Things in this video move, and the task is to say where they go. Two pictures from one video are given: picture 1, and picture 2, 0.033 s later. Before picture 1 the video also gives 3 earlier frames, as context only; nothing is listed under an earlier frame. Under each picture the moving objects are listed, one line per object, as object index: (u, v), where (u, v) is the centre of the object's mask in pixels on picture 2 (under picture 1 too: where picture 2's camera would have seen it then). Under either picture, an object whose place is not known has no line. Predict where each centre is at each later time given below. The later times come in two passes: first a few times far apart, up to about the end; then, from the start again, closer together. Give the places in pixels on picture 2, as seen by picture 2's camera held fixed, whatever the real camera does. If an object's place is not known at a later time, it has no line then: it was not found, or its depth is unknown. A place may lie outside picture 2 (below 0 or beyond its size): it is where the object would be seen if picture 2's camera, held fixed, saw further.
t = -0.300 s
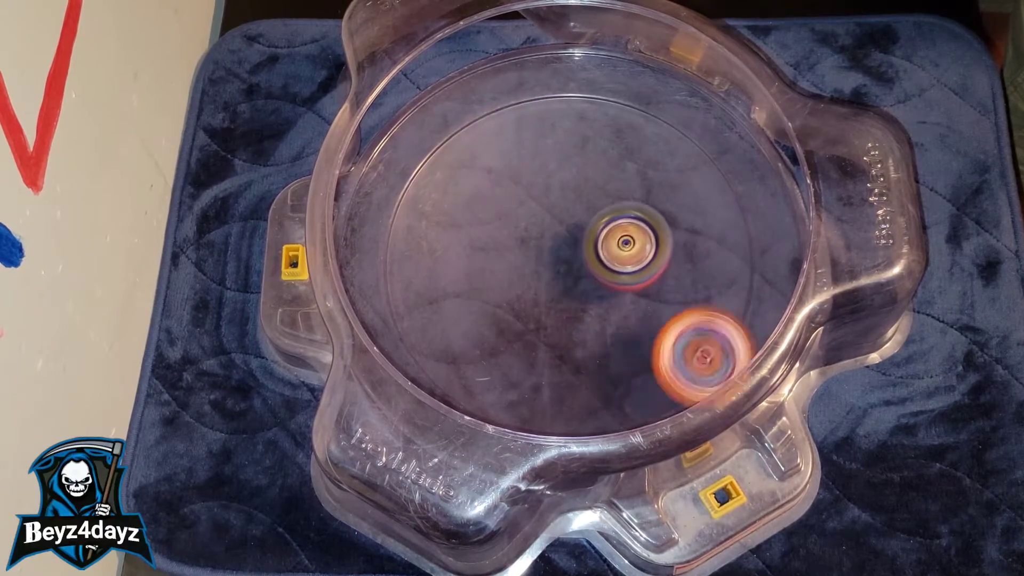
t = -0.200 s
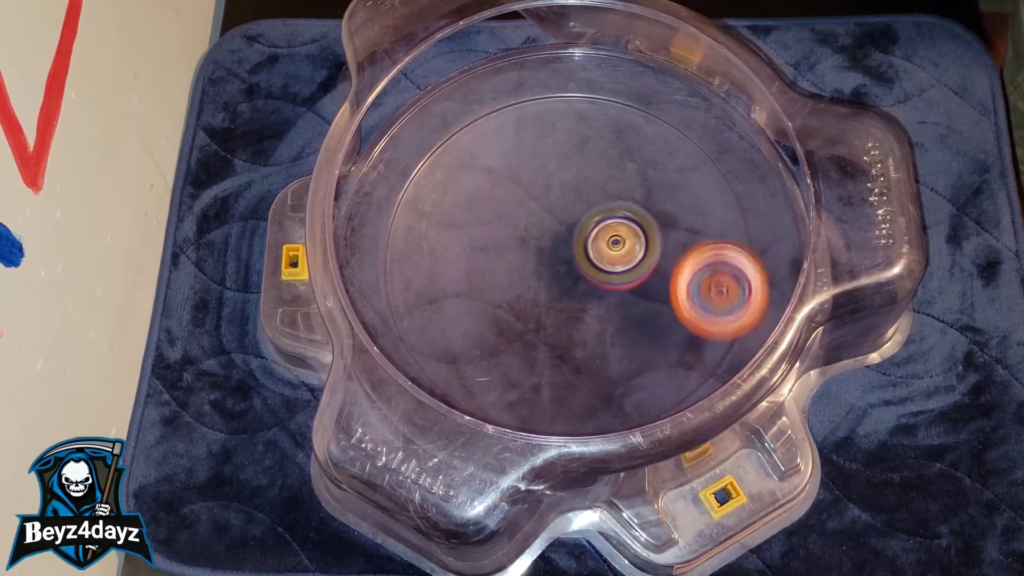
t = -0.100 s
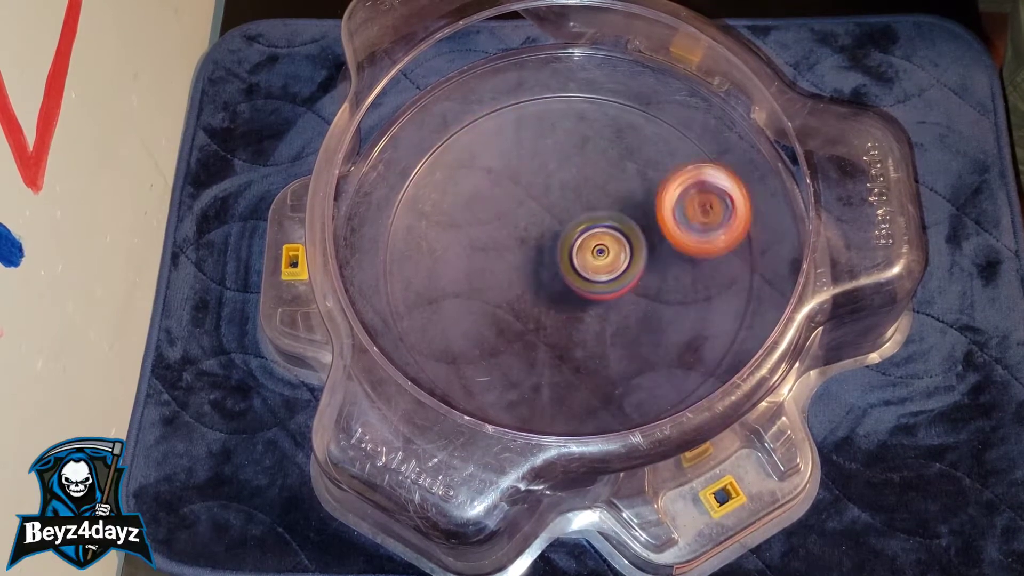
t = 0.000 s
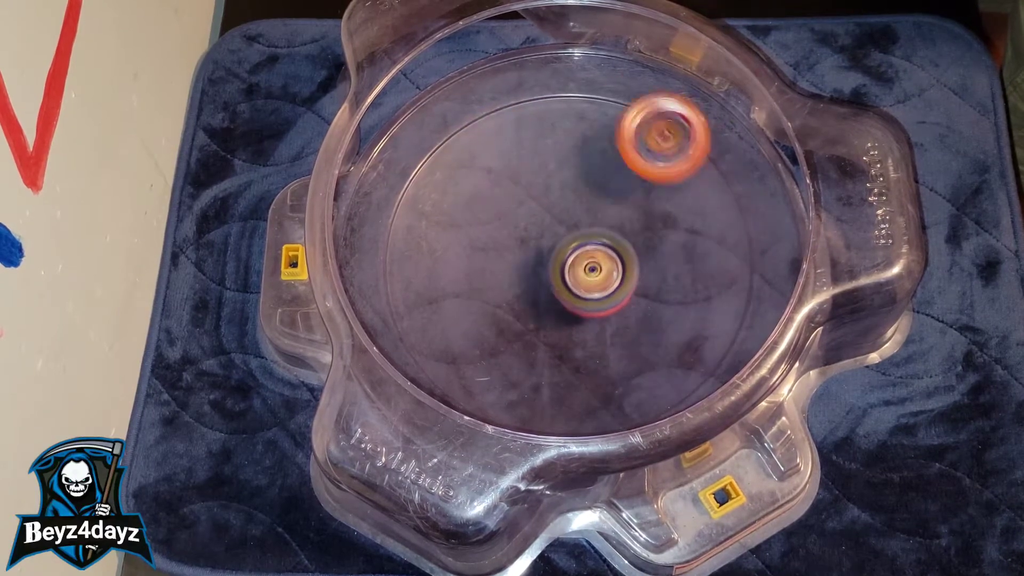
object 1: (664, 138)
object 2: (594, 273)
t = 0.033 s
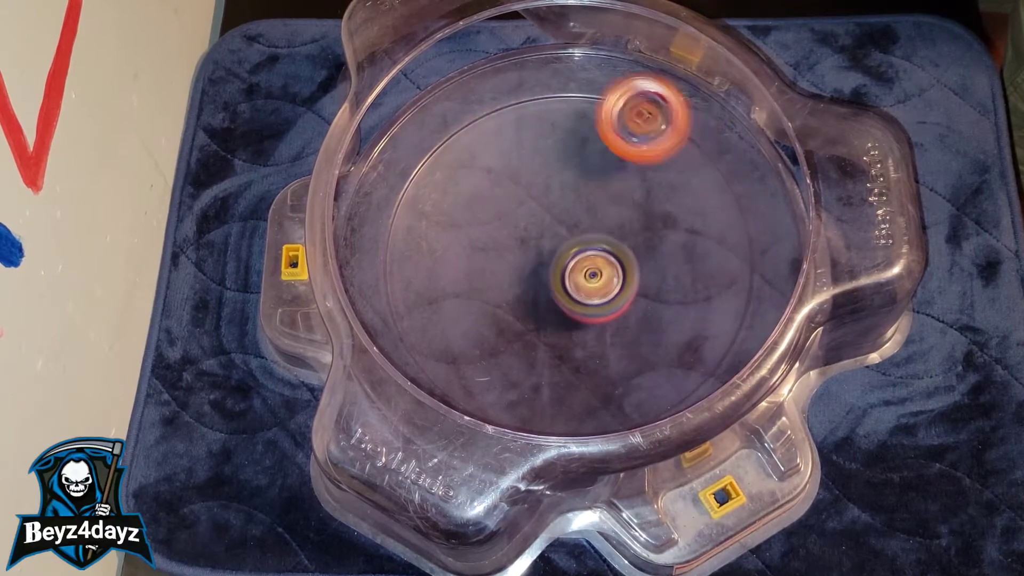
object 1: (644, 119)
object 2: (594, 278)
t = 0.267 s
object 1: (457, 151)
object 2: (609, 292)
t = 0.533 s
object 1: (506, 389)
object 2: (578, 279)
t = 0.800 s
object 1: (734, 298)
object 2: (547, 294)
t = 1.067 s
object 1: (589, 94)
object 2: (546, 287)
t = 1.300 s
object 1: (397, 206)
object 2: (522, 273)
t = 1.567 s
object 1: (535, 400)
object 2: (522, 262)
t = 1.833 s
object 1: (725, 268)
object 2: (518, 237)
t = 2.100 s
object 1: (555, 112)
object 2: (529, 227)
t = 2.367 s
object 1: (395, 256)
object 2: (543, 214)
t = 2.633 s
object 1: (575, 395)
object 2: (566, 215)
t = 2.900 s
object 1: (707, 213)
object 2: (585, 215)
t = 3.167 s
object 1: (530, 98)
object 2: (596, 234)
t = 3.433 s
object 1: (408, 257)
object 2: (604, 244)
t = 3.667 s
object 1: (570, 373)
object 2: (601, 263)
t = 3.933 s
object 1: (710, 226)
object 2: (595, 271)
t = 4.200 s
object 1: (567, 124)
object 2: (575, 284)
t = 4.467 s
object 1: (461, 257)
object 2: (559, 280)
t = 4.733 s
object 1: (416, 317)
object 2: (741, 229)
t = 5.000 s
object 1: (588, 313)
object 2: (622, 162)
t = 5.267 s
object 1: (668, 239)
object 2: (488, 273)
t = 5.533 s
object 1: (619, 164)
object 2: (572, 360)
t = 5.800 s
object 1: (529, 226)
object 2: (628, 248)
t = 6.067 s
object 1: (512, 318)
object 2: (559, 197)
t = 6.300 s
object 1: (601, 325)
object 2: (524, 270)
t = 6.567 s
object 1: (705, 315)
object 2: (439, 221)
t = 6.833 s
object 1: (639, 218)
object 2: (489, 239)
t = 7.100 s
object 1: (786, 243)
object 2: (381, 194)
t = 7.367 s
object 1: (703, 265)
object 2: (492, 259)
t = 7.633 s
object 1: (663, 327)
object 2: (511, 222)
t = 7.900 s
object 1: (578, 326)
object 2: (539, 211)
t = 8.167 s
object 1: (498, 264)
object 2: (598, 203)
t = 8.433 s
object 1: (490, 189)
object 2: (629, 202)
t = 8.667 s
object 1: (540, 177)
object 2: (613, 237)
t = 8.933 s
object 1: (620, 124)
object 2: (578, 378)
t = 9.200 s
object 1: (650, 220)
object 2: (533, 348)
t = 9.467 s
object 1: (637, 363)
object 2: (506, 226)
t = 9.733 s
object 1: (574, 371)
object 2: (505, 196)
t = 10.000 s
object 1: (483, 269)
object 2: (549, 204)
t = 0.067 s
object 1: (619, 105)
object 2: (595, 284)
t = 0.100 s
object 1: (591, 96)
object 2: (597, 288)
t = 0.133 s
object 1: (561, 94)
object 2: (599, 291)
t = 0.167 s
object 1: (532, 99)
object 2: (602, 293)
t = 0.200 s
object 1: (503, 110)
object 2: (605, 294)
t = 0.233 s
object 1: (478, 128)
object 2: (608, 294)
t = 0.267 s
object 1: (457, 151)
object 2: (609, 292)
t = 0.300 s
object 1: (441, 180)
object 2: (610, 290)
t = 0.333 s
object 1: (430, 213)
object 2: (610, 287)
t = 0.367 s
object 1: (426, 246)
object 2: (606, 284)
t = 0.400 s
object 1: (429, 280)
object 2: (602, 281)
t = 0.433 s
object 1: (439, 315)
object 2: (596, 279)
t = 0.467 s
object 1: (455, 347)
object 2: (590, 278)
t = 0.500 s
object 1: (478, 372)
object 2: (584, 278)
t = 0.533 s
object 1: (506, 389)
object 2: (578, 279)
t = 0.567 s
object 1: (536, 401)
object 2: (572, 281)
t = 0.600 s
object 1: (569, 403)
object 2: (566, 283)
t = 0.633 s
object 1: (603, 398)
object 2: (562, 285)
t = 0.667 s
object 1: (636, 387)
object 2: (557, 286)
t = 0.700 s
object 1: (669, 373)
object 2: (554, 288)
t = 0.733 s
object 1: (700, 355)
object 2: (551, 290)
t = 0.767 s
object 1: (720, 329)
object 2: (549, 292)
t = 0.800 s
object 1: (734, 298)
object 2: (547, 294)
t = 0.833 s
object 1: (739, 262)
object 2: (546, 296)
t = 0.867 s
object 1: (737, 228)
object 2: (545, 297)
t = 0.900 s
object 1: (730, 194)
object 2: (546, 298)
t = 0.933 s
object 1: (714, 163)
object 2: (546, 298)
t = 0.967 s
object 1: (689, 135)
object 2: (547, 297)
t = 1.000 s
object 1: (657, 115)
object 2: (548, 294)
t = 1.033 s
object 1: (624, 101)
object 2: (547, 290)
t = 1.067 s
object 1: (589, 94)
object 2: (546, 287)
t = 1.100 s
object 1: (553, 93)
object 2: (543, 283)
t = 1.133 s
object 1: (519, 98)
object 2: (540, 279)
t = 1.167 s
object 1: (487, 110)
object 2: (536, 277)
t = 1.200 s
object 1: (458, 127)
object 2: (532, 275)
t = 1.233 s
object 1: (432, 149)
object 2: (528, 274)
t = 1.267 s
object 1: (412, 175)
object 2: (525, 273)
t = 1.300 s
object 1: (397, 206)
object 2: (522, 273)
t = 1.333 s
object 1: (391, 239)
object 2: (520, 272)
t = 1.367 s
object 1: (392, 272)
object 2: (519, 272)
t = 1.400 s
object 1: (402, 304)
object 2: (518, 272)
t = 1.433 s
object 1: (419, 333)
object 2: (518, 271)
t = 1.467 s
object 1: (441, 358)
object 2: (518, 270)
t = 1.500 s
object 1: (468, 382)
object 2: (520, 268)
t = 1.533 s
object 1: (500, 397)
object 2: (521, 265)
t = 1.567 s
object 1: (535, 400)
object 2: (522, 262)
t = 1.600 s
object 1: (570, 402)
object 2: (523, 259)
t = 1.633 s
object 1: (603, 400)
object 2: (523, 255)
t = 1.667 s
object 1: (636, 390)
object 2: (522, 252)
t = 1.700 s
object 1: (665, 376)
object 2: (522, 248)
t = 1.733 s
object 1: (691, 356)
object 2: (521, 244)
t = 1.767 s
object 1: (710, 331)
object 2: (520, 242)
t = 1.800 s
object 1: (722, 300)
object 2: (519, 239)
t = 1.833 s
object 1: (725, 268)
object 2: (518, 237)
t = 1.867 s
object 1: (722, 236)
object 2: (518, 236)
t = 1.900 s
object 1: (711, 207)
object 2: (518, 234)
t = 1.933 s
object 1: (694, 180)
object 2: (519, 234)
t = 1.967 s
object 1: (672, 156)
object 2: (520, 232)
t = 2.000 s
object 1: (646, 138)
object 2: (521, 232)
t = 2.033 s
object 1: (617, 124)
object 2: (523, 230)
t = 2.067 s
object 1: (587, 114)
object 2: (526, 228)
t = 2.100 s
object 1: (555, 112)
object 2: (529, 227)
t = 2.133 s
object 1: (523, 113)
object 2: (531, 225)
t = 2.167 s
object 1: (493, 120)
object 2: (535, 223)
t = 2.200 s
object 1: (464, 131)
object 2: (537, 221)
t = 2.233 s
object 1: (438, 148)
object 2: (539, 218)
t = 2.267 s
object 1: (417, 169)
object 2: (541, 217)
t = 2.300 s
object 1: (405, 197)
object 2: (542, 215)
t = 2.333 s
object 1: (397, 226)
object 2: (543, 214)
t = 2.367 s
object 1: (395, 256)
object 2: (543, 214)
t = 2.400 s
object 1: (398, 285)
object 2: (545, 214)
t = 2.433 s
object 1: (409, 313)
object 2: (546, 214)
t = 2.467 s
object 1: (426, 339)
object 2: (550, 215)
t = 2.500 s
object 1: (449, 361)
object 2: (553, 215)
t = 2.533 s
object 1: (477, 378)
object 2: (556, 215)
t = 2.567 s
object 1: (509, 389)
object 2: (560, 215)
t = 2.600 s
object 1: (542, 395)
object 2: (564, 215)
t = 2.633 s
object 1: (575, 395)
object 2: (566, 215)
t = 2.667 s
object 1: (607, 388)
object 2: (570, 215)
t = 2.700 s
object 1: (638, 375)
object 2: (573, 215)
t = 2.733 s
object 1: (665, 354)
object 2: (576, 215)
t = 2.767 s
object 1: (686, 329)
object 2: (579, 214)
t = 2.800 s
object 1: (701, 302)
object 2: (581, 214)
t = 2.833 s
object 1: (709, 273)
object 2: (583, 214)
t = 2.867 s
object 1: (712, 242)
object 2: (584, 214)
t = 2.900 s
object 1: (707, 213)
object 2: (585, 215)
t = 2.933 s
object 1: (697, 185)
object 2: (585, 215)
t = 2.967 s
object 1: (683, 160)
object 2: (586, 218)
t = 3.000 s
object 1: (663, 138)
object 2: (587, 220)
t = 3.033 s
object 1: (640, 121)
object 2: (588, 223)
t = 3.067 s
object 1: (614, 108)
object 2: (590, 226)
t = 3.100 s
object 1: (586, 100)
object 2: (592, 229)
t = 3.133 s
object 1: (558, 96)
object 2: (594, 231)
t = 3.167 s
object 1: (530, 98)
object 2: (596, 234)
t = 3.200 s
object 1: (502, 105)
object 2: (599, 235)
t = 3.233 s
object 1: (477, 116)
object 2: (600, 237)
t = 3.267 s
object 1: (454, 133)
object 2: (602, 238)
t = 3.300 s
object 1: (435, 152)
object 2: (603, 239)
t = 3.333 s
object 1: (420, 176)
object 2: (604, 239)
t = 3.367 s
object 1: (410, 202)
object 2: (605, 241)
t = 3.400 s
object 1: (406, 229)
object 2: (604, 242)
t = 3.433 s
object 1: (408, 257)
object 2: (604, 244)
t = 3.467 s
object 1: (417, 284)
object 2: (603, 246)
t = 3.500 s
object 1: (432, 311)
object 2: (602, 248)
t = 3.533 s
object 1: (453, 333)
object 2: (601, 251)
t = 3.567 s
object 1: (478, 351)
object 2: (600, 254)
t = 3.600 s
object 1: (507, 364)
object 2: (600, 258)
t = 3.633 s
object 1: (537, 371)
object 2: (601, 261)
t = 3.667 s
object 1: (570, 373)
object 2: (601, 263)
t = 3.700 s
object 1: (600, 368)
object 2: (601, 266)
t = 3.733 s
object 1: (629, 359)
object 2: (601, 267)
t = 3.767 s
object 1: (655, 344)
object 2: (602, 268)
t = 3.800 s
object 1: (676, 325)
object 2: (601, 269)
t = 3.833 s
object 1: (694, 302)
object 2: (601, 270)
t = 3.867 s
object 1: (705, 278)
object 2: (599, 270)
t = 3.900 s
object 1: (710, 252)
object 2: (598, 270)
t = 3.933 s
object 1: (710, 226)
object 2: (595, 271)
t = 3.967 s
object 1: (704, 202)
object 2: (592, 271)
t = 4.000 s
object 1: (693, 180)
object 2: (589, 272)
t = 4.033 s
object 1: (678, 161)
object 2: (585, 274)
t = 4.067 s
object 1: (659, 145)
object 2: (582, 276)
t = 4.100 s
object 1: (639, 134)
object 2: (580, 278)
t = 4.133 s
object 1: (616, 126)
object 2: (577, 280)
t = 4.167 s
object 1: (591, 122)
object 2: (576, 282)
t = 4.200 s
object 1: (567, 124)
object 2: (575, 284)
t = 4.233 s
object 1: (543, 130)
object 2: (574, 284)
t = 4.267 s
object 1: (521, 140)
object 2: (572, 284)
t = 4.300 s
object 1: (500, 154)
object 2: (571, 284)
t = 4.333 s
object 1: (483, 171)
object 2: (569, 284)
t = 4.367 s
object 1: (470, 192)
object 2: (566, 284)
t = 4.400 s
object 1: (462, 213)
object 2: (564, 282)
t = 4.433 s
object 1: (459, 235)
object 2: (562, 281)
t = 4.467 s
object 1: (461, 257)
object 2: (559, 280)
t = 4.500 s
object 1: (447, 270)
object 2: (571, 285)
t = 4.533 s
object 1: (407, 274)
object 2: (616, 294)
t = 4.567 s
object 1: (380, 275)
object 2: (657, 295)
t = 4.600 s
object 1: (365, 281)
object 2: (696, 289)
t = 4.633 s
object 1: (375, 288)
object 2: (729, 278)
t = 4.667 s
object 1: (388, 294)
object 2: (751, 262)
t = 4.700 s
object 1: (400, 305)
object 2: (749, 244)
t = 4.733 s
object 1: (416, 317)
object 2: (741, 229)
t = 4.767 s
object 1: (436, 327)
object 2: (730, 214)
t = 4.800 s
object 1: (458, 336)
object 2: (714, 197)
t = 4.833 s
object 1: (482, 342)
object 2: (704, 182)
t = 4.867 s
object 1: (504, 343)
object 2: (693, 170)
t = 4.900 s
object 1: (528, 341)
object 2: (679, 161)
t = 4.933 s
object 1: (550, 334)
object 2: (660, 156)
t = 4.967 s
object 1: (571, 325)
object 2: (639, 157)
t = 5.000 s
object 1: (588, 313)
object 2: (622, 162)
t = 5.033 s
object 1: (604, 299)
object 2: (604, 173)
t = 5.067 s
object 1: (616, 284)
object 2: (583, 186)
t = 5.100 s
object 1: (625, 268)
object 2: (567, 203)
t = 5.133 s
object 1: (639, 262)
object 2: (544, 214)
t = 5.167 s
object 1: (651, 259)
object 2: (523, 225)
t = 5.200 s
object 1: (660, 255)
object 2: (506, 238)
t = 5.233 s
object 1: (665, 248)
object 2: (495, 254)
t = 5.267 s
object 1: (668, 239)
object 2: (488, 273)
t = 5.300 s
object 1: (667, 230)
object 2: (485, 292)
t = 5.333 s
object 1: (665, 218)
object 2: (486, 311)
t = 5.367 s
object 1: (661, 207)
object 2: (493, 327)
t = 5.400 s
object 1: (656, 195)
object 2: (502, 340)
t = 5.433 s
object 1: (650, 185)
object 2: (518, 351)
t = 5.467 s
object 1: (641, 176)
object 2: (534, 358)
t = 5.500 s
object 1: (631, 168)
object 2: (552, 361)
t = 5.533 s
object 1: (619, 164)
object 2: (572, 360)
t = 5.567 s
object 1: (606, 164)
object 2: (589, 354)
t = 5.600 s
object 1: (592, 166)
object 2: (604, 346)
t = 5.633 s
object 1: (578, 172)
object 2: (616, 333)
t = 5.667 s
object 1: (566, 181)
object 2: (625, 315)
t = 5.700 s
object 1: (556, 192)
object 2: (630, 297)
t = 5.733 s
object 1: (548, 204)
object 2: (631, 278)
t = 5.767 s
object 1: (542, 219)
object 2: (627, 261)
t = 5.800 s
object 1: (529, 226)
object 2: (628, 248)
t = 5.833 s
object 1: (515, 234)
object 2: (628, 236)
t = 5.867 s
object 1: (506, 243)
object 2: (625, 223)
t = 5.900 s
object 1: (499, 256)
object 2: (620, 212)
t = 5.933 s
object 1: (496, 269)
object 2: (611, 203)
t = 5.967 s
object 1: (496, 282)
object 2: (600, 197)
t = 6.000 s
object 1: (499, 296)
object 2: (587, 194)
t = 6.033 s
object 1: (504, 308)
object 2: (573, 193)
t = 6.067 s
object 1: (512, 318)
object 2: (559, 197)
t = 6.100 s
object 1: (522, 326)
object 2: (547, 202)
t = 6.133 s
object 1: (535, 332)
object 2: (536, 211)
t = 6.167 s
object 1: (547, 335)
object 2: (528, 221)
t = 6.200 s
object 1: (561, 336)
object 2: (523, 235)
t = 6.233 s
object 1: (574, 334)
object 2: (521, 247)
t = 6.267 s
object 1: (587, 328)
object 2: (522, 261)
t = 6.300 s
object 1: (601, 325)
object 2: (524, 270)
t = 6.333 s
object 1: (628, 340)
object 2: (514, 255)
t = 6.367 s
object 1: (651, 349)
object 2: (501, 245)
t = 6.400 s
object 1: (671, 353)
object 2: (490, 237)
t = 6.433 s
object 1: (685, 352)
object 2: (478, 231)
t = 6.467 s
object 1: (695, 346)
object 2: (467, 224)
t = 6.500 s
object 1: (701, 338)
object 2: (456, 221)
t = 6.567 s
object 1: (705, 315)
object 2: (439, 221)
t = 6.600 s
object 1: (705, 301)
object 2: (435, 223)
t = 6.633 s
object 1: (703, 288)
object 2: (434, 228)
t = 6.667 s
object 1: (699, 273)
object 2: (436, 233)
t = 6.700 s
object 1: (692, 259)
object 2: (442, 237)
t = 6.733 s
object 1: (683, 246)
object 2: (452, 241)
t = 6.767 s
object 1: (670, 235)
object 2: (463, 242)
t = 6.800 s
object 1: (656, 226)
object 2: (477, 241)
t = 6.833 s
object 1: (639, 218)
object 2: (489, 239)
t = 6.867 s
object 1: (621, 212)
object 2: (504, 235)
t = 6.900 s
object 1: (605, 209)
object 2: (515, 230)
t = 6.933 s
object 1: (645, 216)
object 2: (478, 213)
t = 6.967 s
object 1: (689, 222)
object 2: (433, 195)
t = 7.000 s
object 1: (725, 228)
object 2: (396, 179)
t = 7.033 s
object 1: (754, 233)
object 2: (374, 175)
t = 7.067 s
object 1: (773, 238)
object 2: (376, 183)
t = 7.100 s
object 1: (786, 243)
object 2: (381, 194)
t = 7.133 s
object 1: (795, 245)
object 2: (387, 200)
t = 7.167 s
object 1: (790, 248)
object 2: (391, 204)
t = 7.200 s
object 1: (782, 251)
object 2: (401, 215)
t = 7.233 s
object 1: (772, 253)
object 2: (414, 226)
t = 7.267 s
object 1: (758, 255)
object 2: (430, 237)
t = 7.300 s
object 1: (743, 258)
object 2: (451, 247)
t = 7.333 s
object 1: (726, 262)
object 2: (471, 254)
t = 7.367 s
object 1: (703, 265)
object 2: (492, 259)
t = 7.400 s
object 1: (681, 267)
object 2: (514, 264)
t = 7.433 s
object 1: (657, 268)
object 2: (536, 267)
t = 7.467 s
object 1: (639, 271)
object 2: (549, 263)
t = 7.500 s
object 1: (652, 284)
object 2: (531, 250)
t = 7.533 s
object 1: (663, 298)
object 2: (517, 238)
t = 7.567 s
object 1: (665, 308)
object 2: (510, 228)
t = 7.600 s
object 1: (668, 320)
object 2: (511, 225)
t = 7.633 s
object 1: (663, 327)
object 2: (511, 222)
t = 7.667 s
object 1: (656, 332)
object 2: (513, 220)
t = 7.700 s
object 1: (646, 335)
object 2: (514, 218)
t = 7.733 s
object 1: (635, 337)
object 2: (518, 216)
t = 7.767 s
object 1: (624, 336)
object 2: (521, 214)
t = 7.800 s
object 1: (612, 335)
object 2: (524, 213)
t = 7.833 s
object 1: (601, 333)
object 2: (529, 212)
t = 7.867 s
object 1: (589, 330)
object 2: (534, 212)
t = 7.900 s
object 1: (578, 326)
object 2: (539, 211)
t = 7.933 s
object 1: (567, 320)
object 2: (545, 213)
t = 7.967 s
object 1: (558, 314)
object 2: (551, 212)
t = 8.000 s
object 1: (549, 306)
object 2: (557, 214)
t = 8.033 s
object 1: (541, 299)
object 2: (564, 214)
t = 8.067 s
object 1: (528, 292)
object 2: (575, 212)
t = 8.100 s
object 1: (516, 284)
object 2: (584, 208)
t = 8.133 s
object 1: (507, 275)
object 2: (591, 207)
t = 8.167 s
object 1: (498, 264)
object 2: (598, 203)
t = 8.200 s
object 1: (492, 254)
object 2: (604, 202)
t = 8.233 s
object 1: (488, 244)
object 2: (609, 200)
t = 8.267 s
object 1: (484, 231)
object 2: (616, 198)
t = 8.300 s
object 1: (483, 222)
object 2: (620, 199)
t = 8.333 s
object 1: (483, 212)
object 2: (624, 197)
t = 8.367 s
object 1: (483, 203)
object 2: (626, 198)
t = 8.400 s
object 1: (486, 196)
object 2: (628, 200)
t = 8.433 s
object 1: (490, 189)
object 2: (629, 202)
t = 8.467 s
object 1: (493, 183)
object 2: (629, 206)
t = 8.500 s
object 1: (499, 179)
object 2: (627, 210)
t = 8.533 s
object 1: (506, 177)
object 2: (626, 216)
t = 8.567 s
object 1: (512, 175)
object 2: (625, 222)
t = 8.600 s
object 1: (521, 175)
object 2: (620, 226)
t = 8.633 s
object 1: (531, 176)
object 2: (617, 231)
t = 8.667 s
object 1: (540, 177)
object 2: (613, 237)
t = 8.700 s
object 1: (551, 179)
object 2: (608, 245)
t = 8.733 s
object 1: (559, 172)
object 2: (602, 265)
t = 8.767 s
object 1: (571, 156)
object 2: (601, 296)
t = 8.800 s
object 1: (583, 139)
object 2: (597, 321)
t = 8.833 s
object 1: (593, 130)
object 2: (594, 343)
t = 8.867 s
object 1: (603, 123)
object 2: (588, 359)
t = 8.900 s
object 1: (612, 122)
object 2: (583, 369)
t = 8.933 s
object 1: (620, 124)
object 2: (578, 378)
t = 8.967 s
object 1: (626, 128)
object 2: (572, 383)
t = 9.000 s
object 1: (633, 135)
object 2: (568, 384)
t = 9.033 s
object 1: (638, 144)
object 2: (563, 384)
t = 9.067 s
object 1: (642, 156)
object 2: (557, 380)
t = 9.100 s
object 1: (645, 169)
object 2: (551, 374)
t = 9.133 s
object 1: (648, 184)
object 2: (544, 368)
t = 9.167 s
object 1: (648, 201)
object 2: (539, 359)
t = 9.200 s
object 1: (650, 220)
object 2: (533, 348)
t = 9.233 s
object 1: (650, 240)
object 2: (529, 336)
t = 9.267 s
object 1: (650, 260)
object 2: (527, 324)
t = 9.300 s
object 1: (650, 280)
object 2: (522, 308)
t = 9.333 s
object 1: (649, 298)
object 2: (519, 290)
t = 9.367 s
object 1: (646, 317)
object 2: (514, 273)
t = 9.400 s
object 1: (644, 334)
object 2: (511, 255)
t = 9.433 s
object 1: (640, 349)
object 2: (509, 239)
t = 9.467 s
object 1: (637, 363)
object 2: (506, 226)
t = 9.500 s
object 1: (631, 374)
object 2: (504, 215)
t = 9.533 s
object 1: (626, 380)
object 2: (502, 205)
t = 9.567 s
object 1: (619, 386)
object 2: (501, 198)
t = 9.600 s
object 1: (611, 387)
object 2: (501, 196)
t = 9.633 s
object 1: (604, 387)
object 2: (503, 195)
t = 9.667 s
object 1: (595, 383)
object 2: (504, 194)
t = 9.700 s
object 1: (585, 379)
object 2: (505, 195)
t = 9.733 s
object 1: (574, 371)
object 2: (505, 196)
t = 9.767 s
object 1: (565, 362)
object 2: (507, 196)
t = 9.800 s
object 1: (556, 351)
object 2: (508, 196)
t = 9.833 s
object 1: (546, 338)
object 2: (511, 196)
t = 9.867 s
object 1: (534, 324)
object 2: (515, 196)
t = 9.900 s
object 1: (523, 307)
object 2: (521, 199)
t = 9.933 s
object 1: (511, 292)
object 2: (528, 202)
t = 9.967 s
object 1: (499, 279)
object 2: (536, 205)
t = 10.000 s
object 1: (483, 269)
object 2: (549, 204)
